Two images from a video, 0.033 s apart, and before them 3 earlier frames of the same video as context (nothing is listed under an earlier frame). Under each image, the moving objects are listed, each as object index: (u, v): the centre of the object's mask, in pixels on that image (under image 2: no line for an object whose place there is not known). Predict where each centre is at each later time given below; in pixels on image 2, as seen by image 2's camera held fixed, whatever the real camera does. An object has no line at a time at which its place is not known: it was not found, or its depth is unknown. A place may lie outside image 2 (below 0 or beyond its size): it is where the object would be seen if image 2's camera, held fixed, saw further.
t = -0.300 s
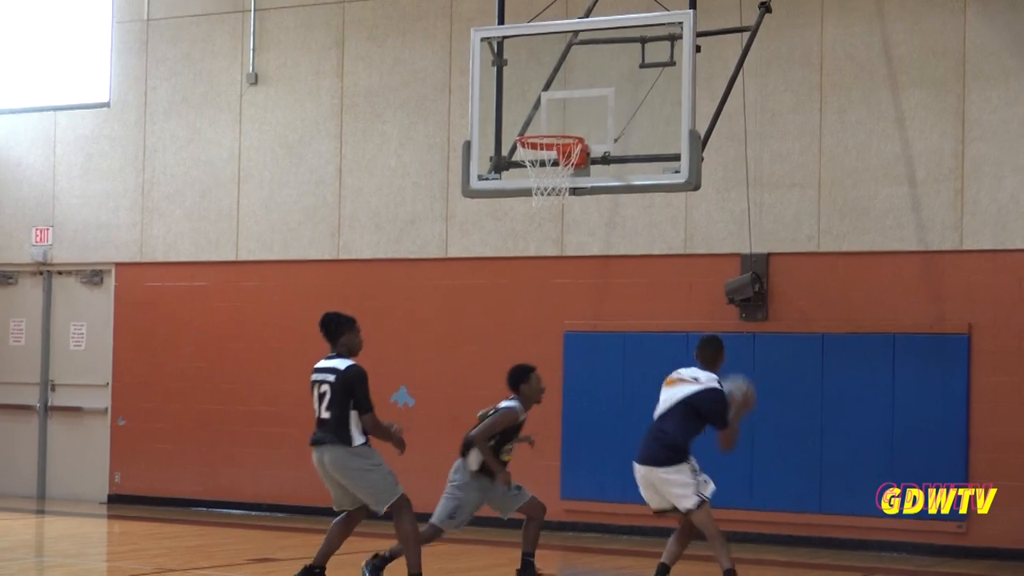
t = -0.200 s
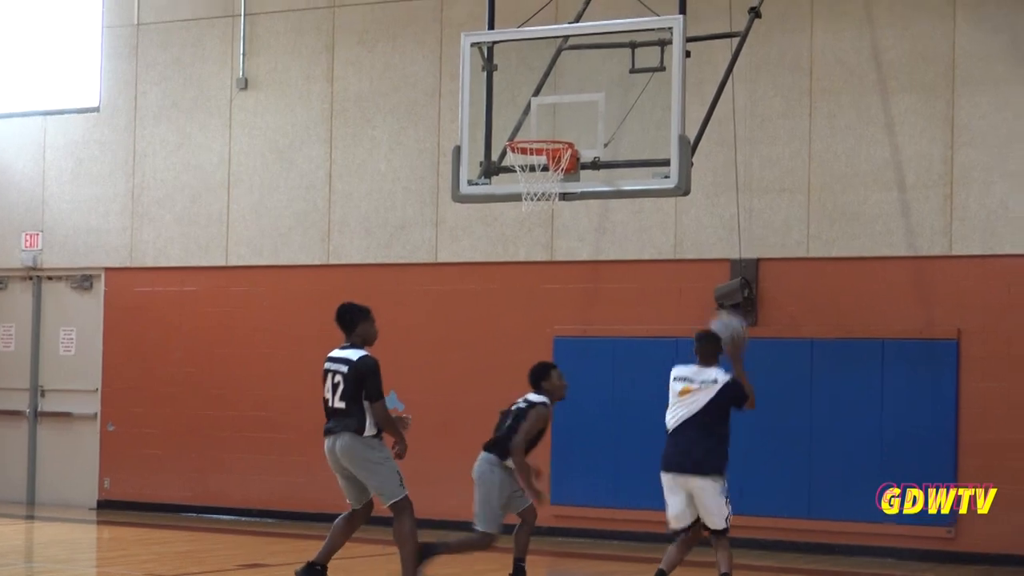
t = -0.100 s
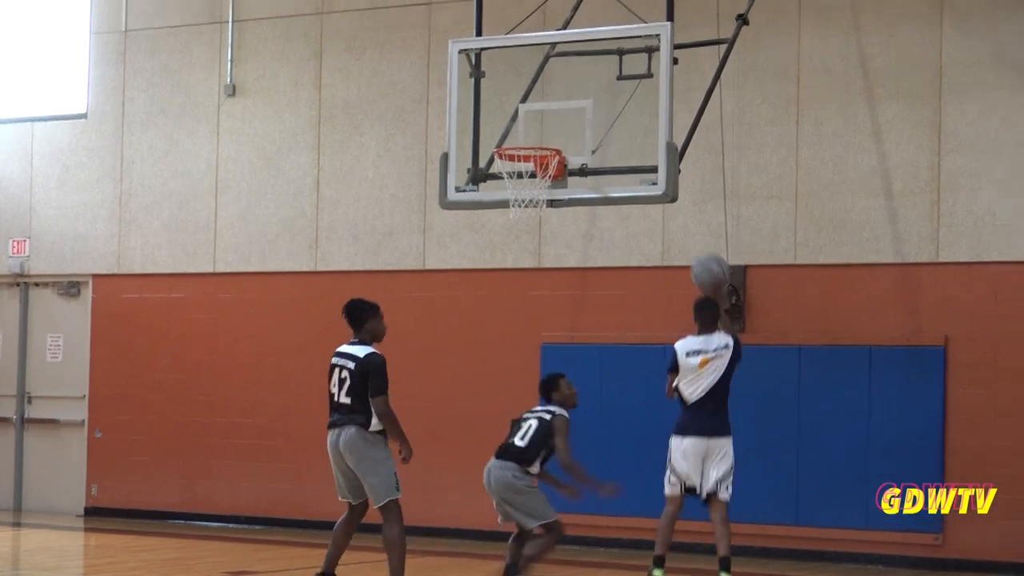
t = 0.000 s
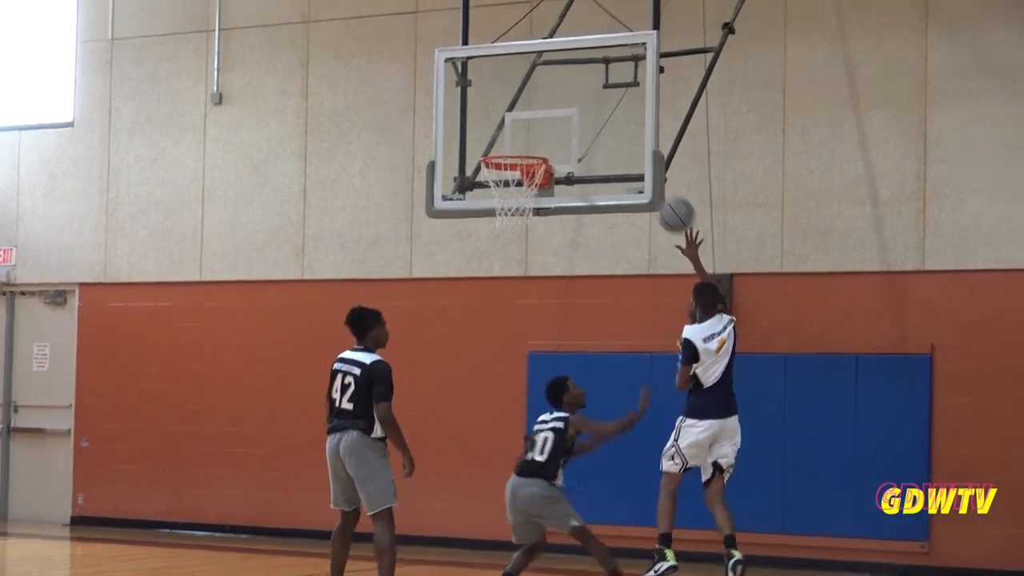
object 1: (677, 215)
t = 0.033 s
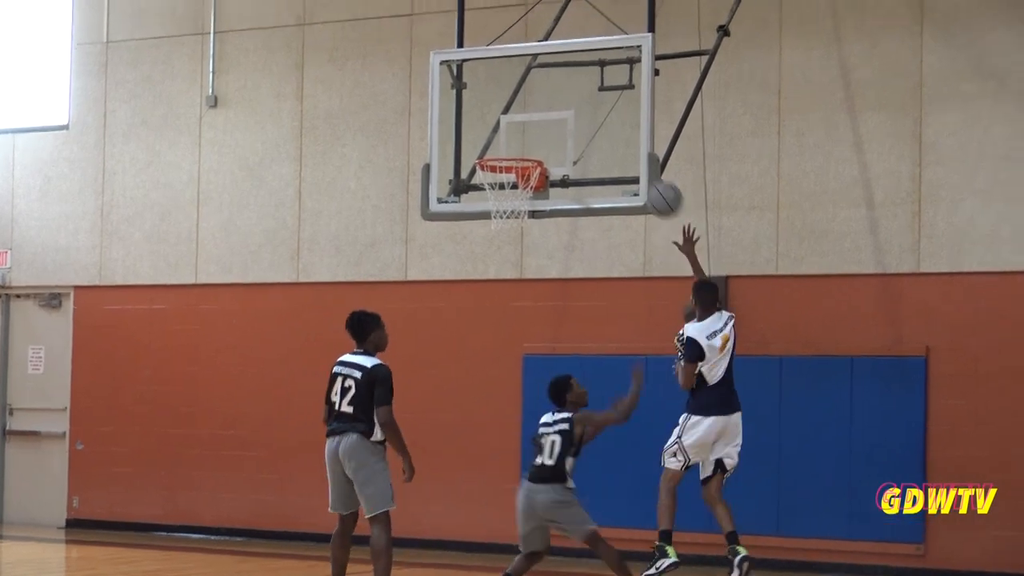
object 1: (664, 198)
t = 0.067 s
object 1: (657, 179)
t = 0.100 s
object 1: (651, 168)
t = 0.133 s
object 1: (644, 157)
